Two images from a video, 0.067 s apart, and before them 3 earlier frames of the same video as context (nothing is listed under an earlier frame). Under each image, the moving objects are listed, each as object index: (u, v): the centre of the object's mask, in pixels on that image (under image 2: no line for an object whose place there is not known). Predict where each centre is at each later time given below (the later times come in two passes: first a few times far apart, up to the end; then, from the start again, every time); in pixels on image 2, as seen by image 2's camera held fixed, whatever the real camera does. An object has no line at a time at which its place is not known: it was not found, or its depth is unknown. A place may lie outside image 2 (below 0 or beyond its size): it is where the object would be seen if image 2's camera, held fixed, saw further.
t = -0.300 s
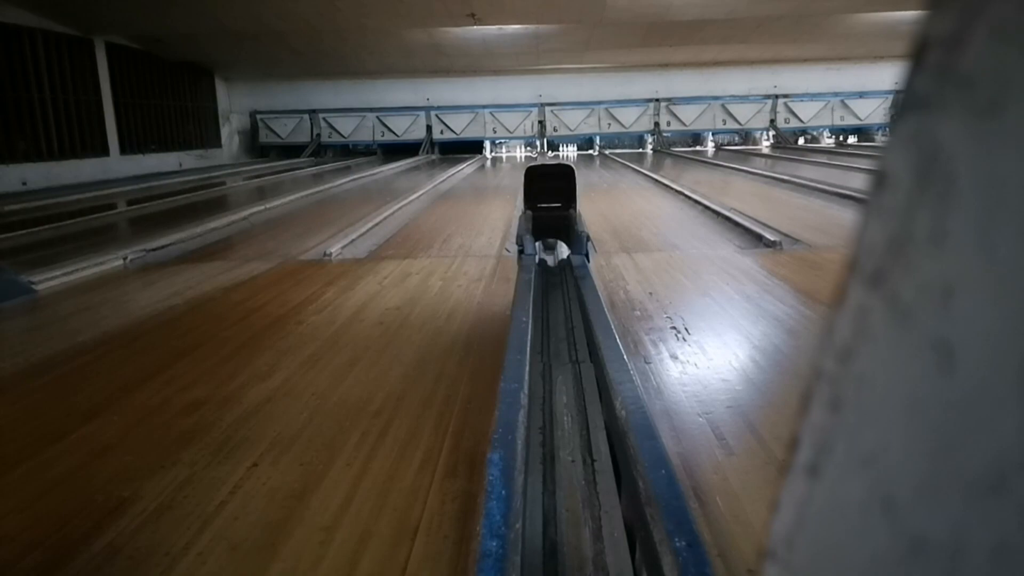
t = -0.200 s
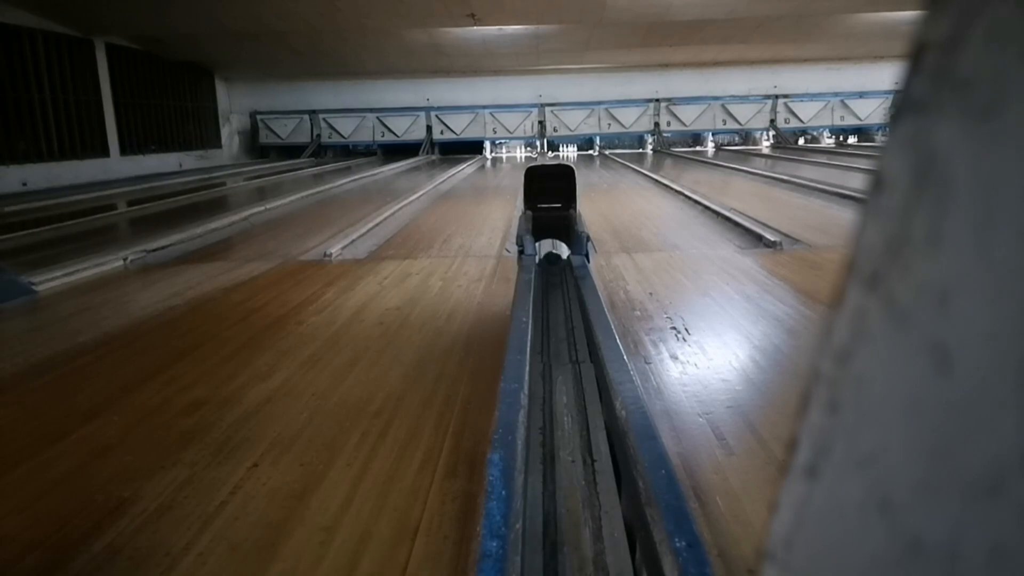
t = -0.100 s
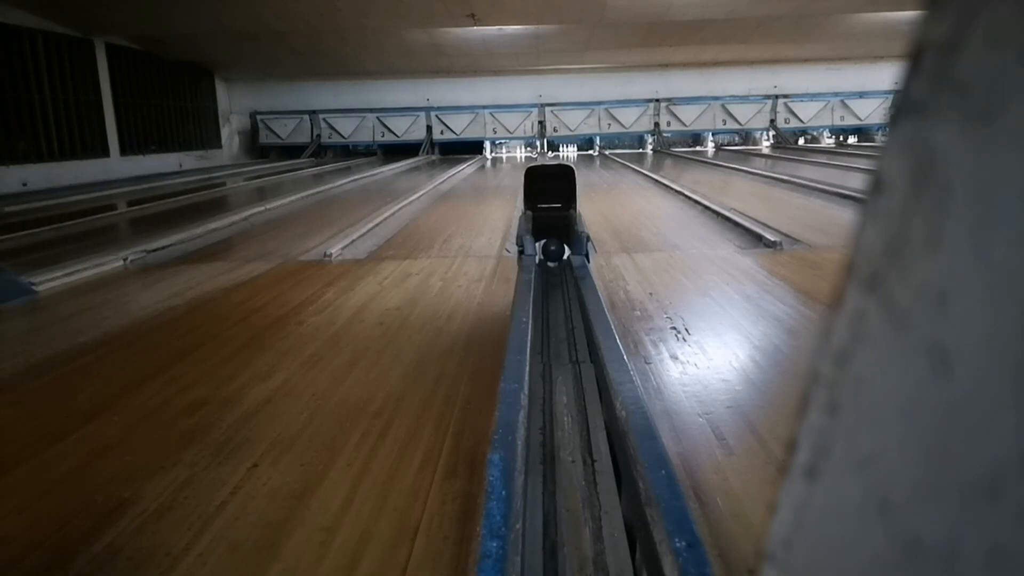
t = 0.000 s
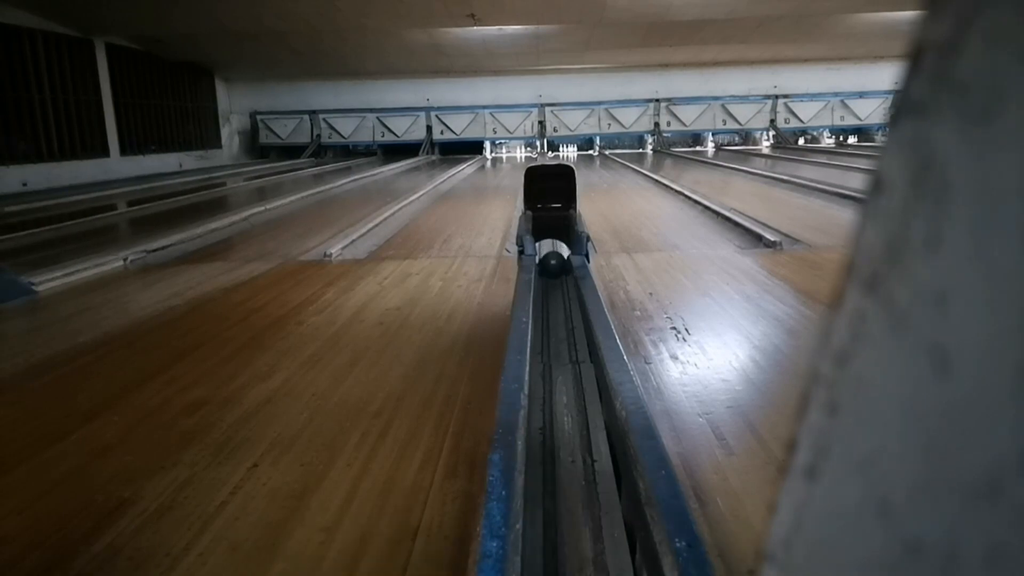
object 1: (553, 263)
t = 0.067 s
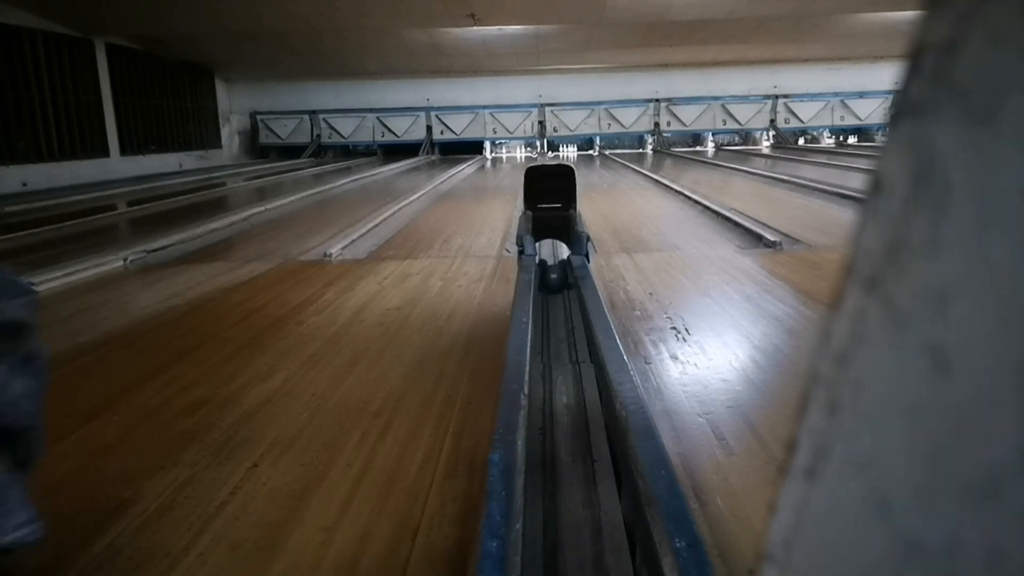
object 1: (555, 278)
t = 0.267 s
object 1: (558, 336)
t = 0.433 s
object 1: (566, 408)
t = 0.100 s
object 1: (555, 284)
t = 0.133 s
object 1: (556, 292)
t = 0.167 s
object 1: (556, 301)
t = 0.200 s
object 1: (556, 313)
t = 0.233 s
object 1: (558, 325)
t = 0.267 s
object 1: (558, 336)
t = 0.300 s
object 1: (560, 346)
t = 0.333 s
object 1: (563, 358)
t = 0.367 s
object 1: (564, 372)
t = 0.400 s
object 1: (564, 388)
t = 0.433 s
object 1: (566, 408)
